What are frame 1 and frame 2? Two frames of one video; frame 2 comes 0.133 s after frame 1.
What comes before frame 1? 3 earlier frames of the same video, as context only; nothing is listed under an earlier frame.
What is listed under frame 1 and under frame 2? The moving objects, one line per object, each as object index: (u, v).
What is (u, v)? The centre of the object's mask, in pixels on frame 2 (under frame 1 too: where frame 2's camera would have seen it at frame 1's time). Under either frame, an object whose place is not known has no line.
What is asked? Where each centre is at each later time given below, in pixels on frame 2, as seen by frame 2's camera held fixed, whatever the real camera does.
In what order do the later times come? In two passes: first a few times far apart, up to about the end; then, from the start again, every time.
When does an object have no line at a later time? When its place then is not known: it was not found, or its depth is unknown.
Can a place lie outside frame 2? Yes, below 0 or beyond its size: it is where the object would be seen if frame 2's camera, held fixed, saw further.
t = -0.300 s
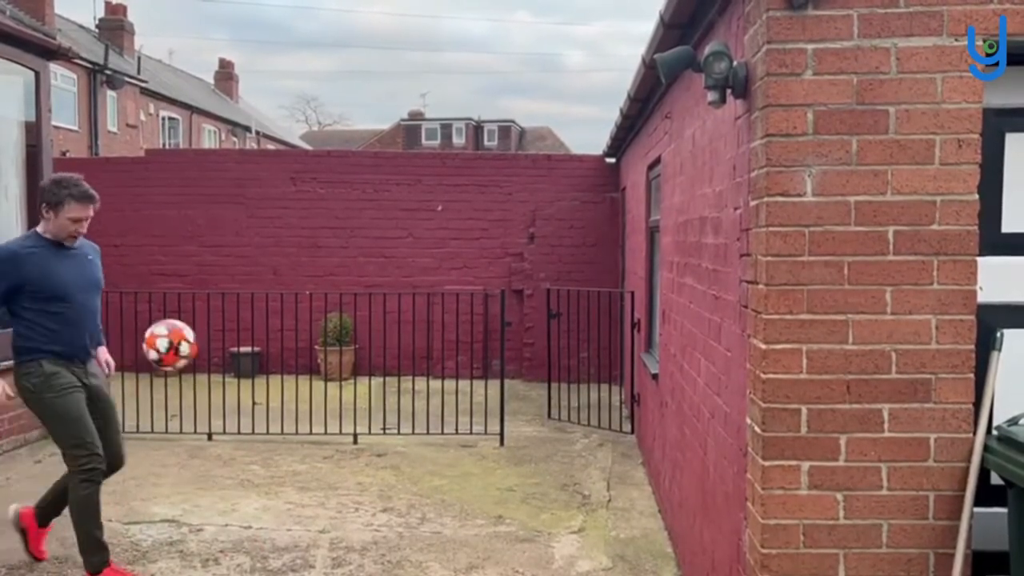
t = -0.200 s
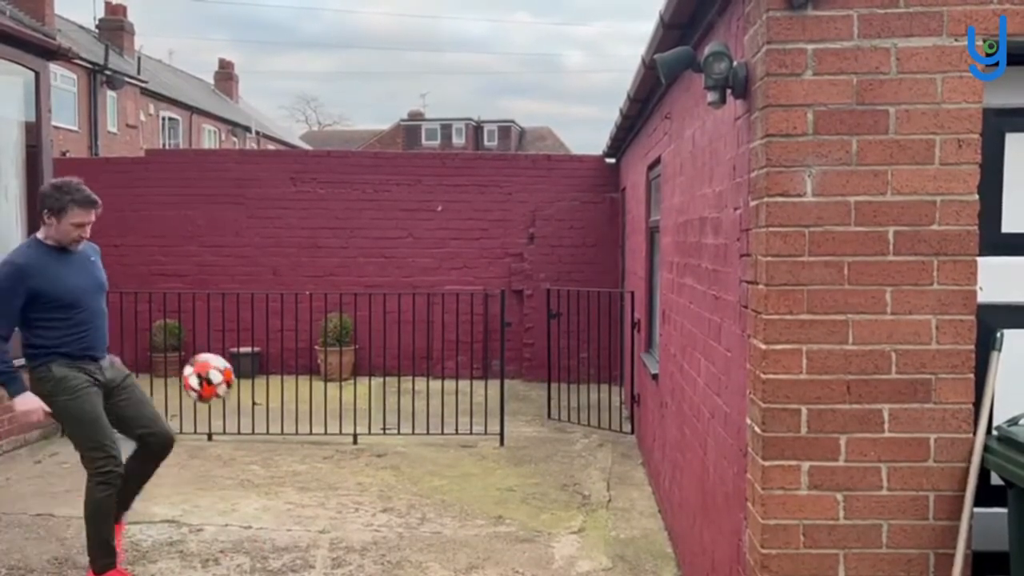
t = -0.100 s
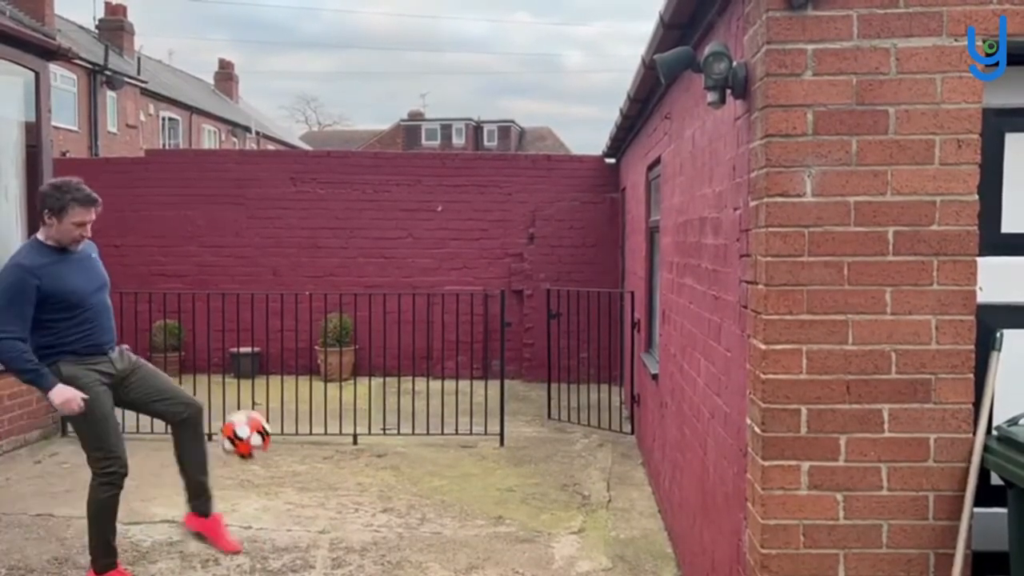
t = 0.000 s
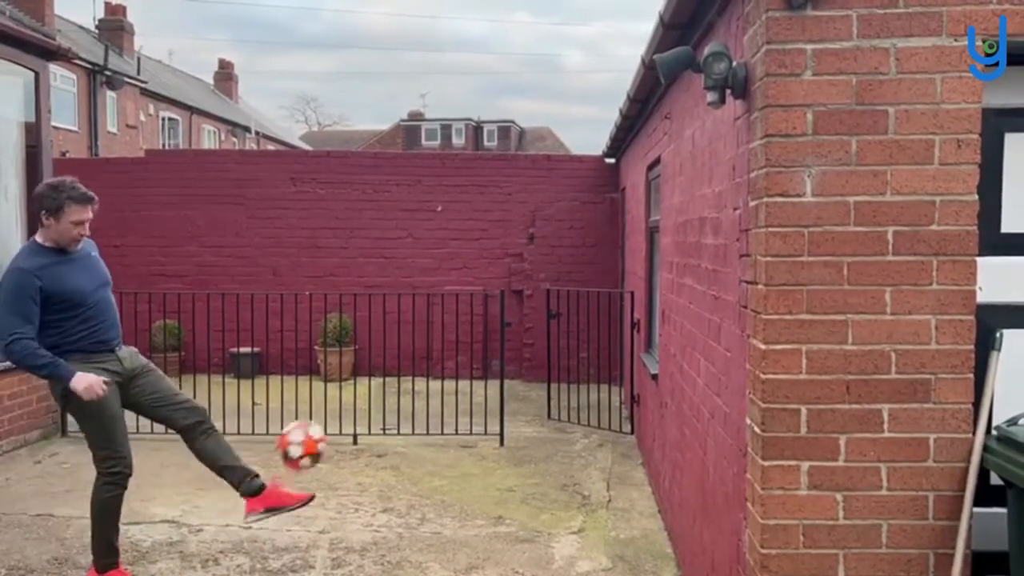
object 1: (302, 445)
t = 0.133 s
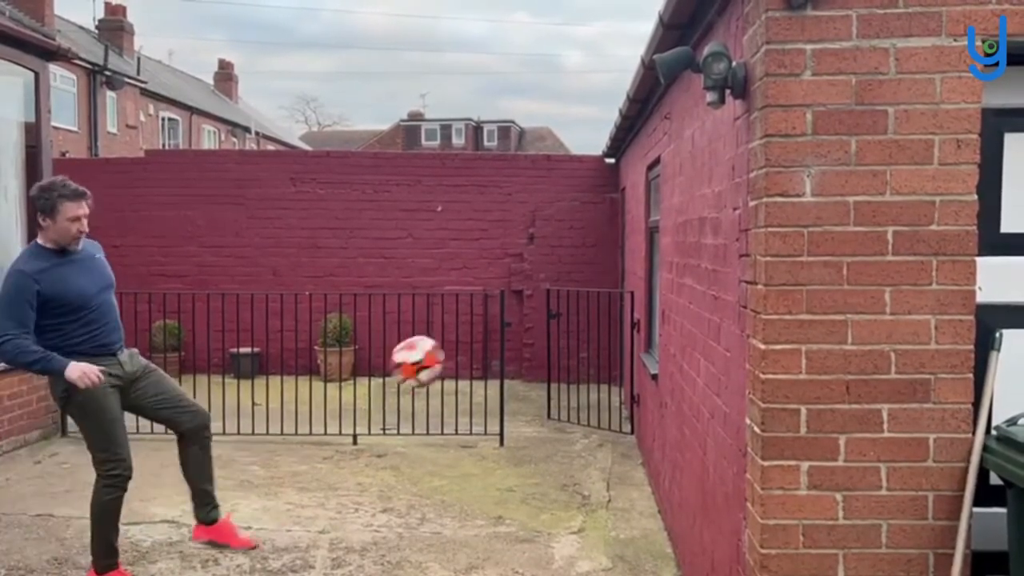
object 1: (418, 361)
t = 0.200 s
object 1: (477, 336)
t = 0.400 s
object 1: (681, 317)
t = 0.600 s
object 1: (527, 355)
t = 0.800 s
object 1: (353, 514)
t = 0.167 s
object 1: (447, 349)
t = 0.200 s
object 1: (477, 336)
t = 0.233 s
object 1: (510, 325)
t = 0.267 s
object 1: (542, 319)
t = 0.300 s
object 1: (575, 315)
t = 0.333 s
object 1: (609, 312)
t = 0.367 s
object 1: (645, 311)
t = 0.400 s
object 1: (681, 317)
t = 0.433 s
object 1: (665, 317)
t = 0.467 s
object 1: (638, 318)
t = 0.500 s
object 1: (610, 323)
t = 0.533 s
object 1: (583, 331)
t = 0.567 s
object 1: (555, 342)
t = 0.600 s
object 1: (527, 355)
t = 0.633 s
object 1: (499, 373)
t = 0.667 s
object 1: (471, 394)
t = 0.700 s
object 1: (441, 419)
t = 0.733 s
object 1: (412, 446)
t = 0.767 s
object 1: (382, 478)
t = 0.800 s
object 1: (353, 514)
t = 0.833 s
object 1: (325, 550)
